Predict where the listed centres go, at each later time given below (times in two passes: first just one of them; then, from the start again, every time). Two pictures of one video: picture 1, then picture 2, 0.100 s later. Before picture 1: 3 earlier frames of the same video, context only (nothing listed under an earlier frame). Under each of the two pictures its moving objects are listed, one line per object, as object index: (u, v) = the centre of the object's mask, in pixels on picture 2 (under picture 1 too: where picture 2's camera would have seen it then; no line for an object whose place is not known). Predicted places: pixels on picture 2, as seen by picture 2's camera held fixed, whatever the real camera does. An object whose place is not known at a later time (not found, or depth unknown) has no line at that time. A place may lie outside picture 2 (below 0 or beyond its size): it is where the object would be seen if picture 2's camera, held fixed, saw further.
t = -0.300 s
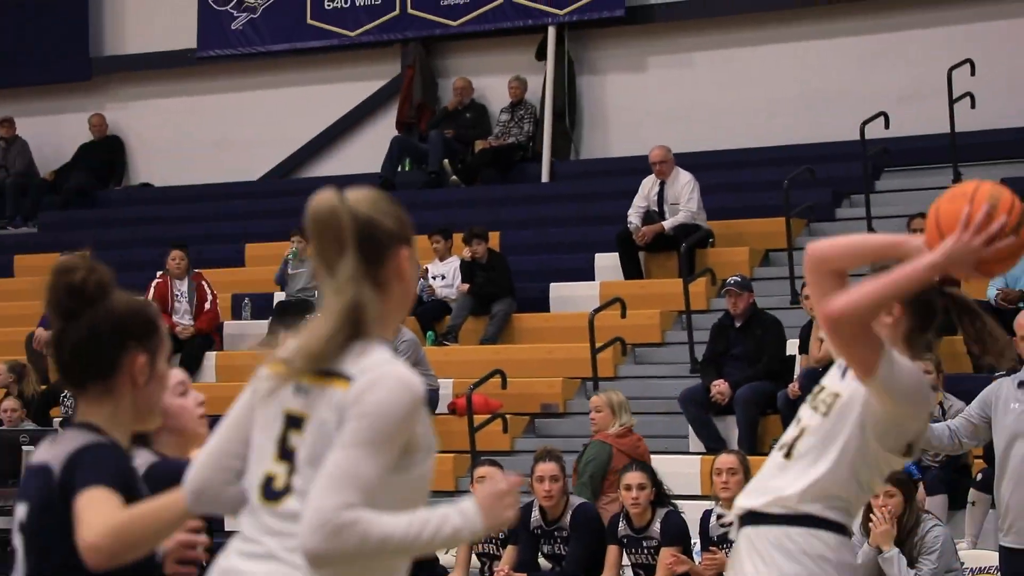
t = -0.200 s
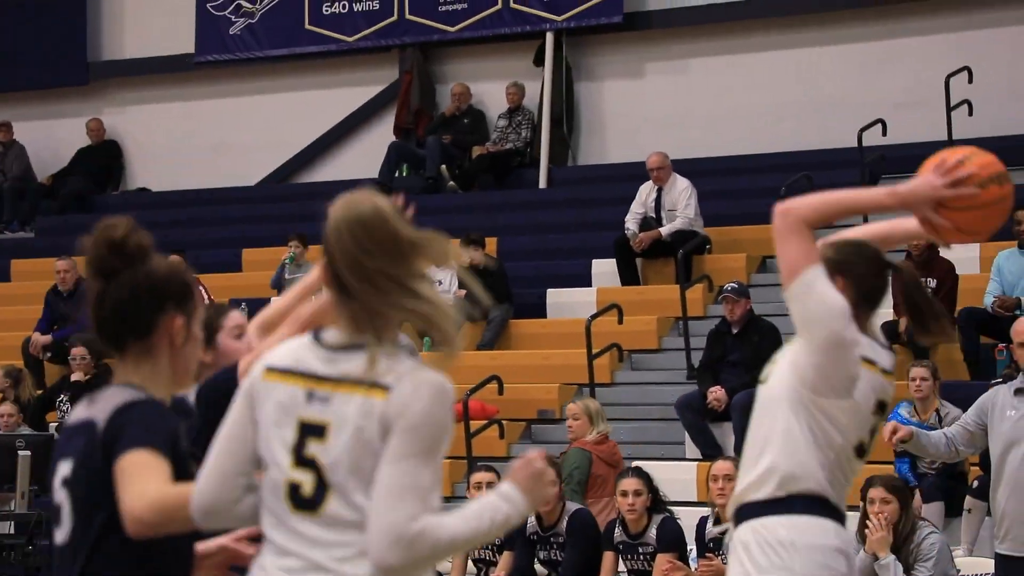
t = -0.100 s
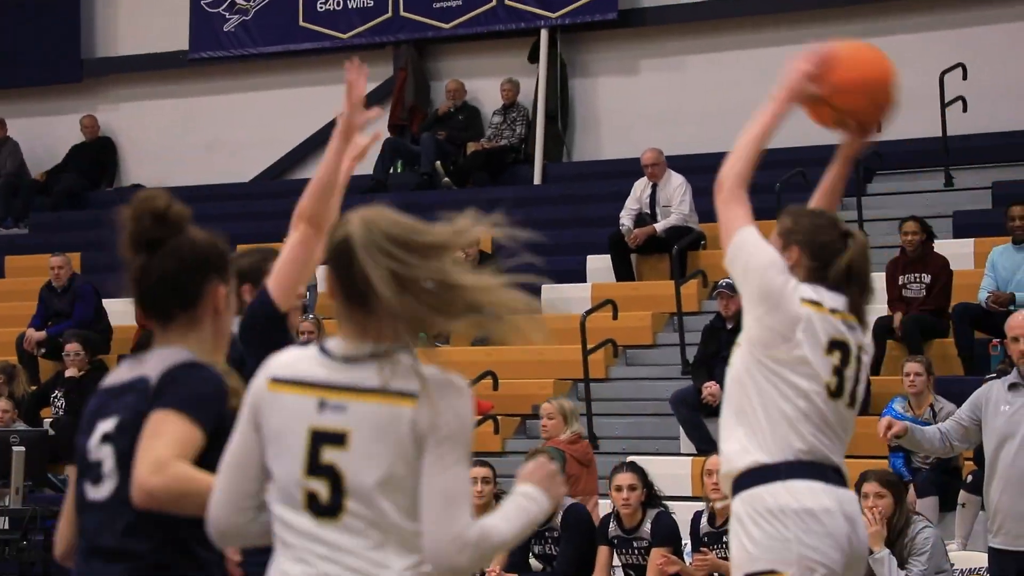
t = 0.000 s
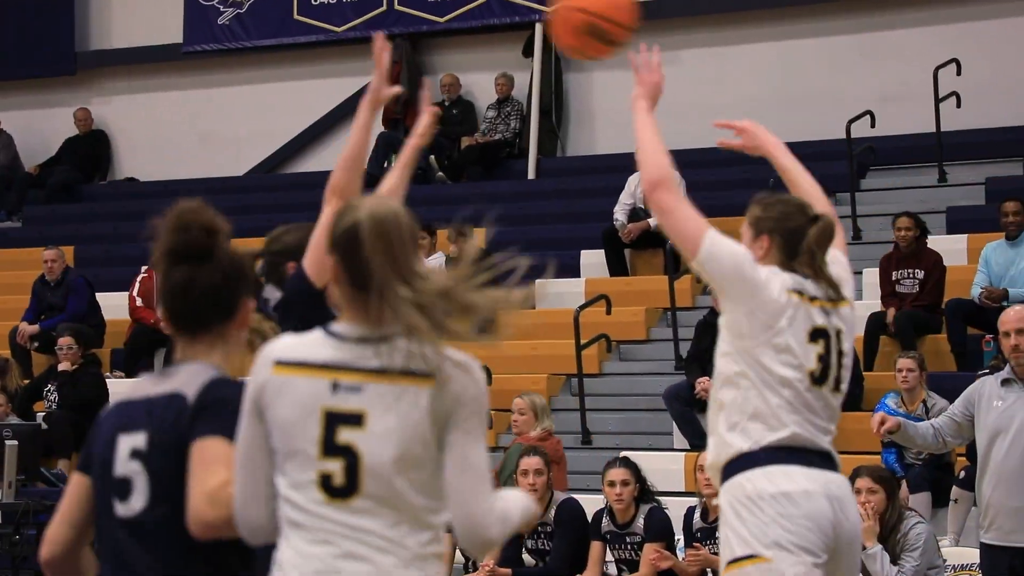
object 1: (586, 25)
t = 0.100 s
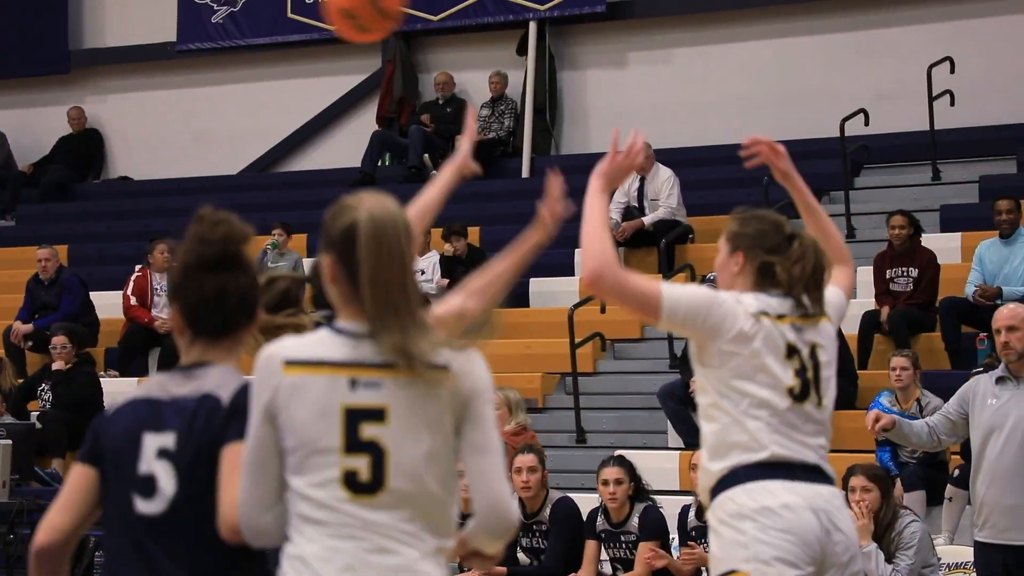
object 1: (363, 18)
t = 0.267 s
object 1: (51, 53)
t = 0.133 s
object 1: (295, 19)
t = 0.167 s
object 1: (231, 24)
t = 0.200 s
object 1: (169, 30)
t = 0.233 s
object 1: (108, 40)
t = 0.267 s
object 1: (51, 53)
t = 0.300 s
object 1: (-3, 71)
